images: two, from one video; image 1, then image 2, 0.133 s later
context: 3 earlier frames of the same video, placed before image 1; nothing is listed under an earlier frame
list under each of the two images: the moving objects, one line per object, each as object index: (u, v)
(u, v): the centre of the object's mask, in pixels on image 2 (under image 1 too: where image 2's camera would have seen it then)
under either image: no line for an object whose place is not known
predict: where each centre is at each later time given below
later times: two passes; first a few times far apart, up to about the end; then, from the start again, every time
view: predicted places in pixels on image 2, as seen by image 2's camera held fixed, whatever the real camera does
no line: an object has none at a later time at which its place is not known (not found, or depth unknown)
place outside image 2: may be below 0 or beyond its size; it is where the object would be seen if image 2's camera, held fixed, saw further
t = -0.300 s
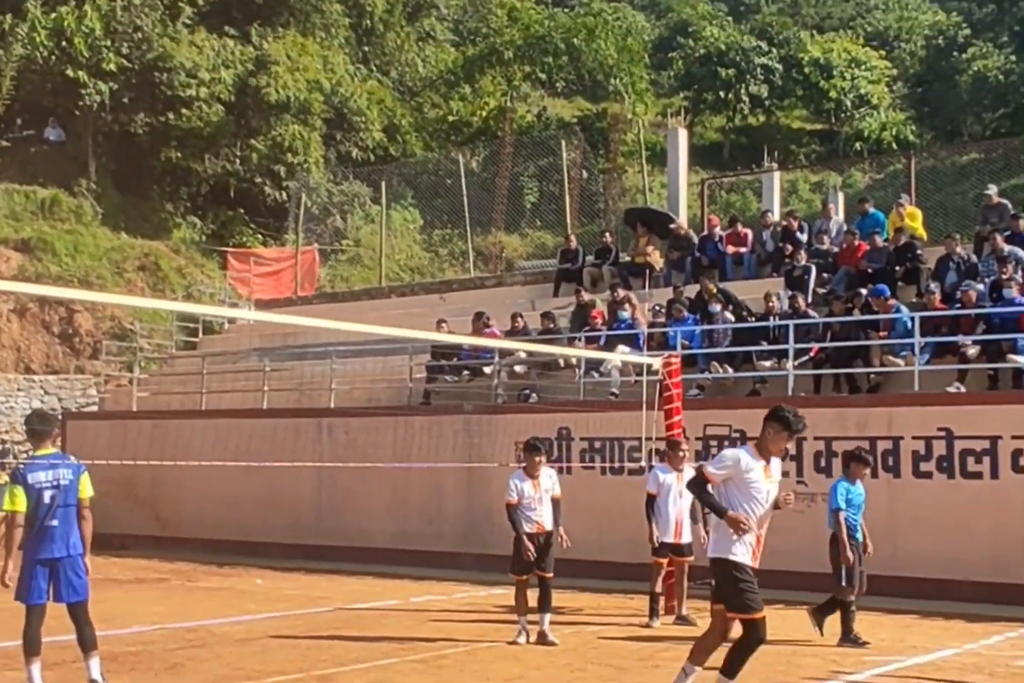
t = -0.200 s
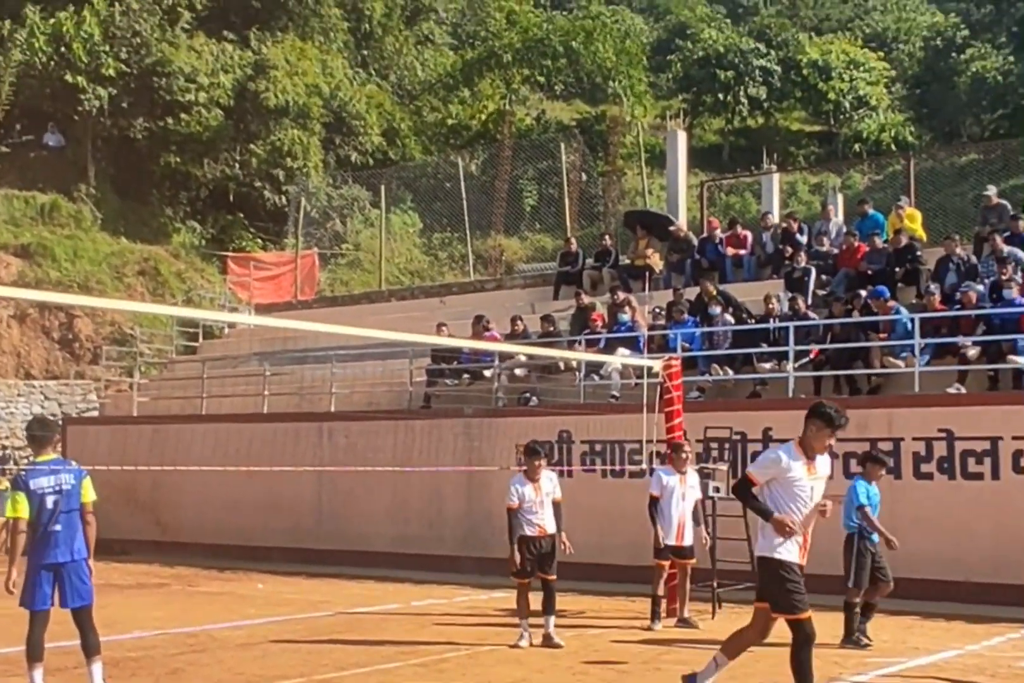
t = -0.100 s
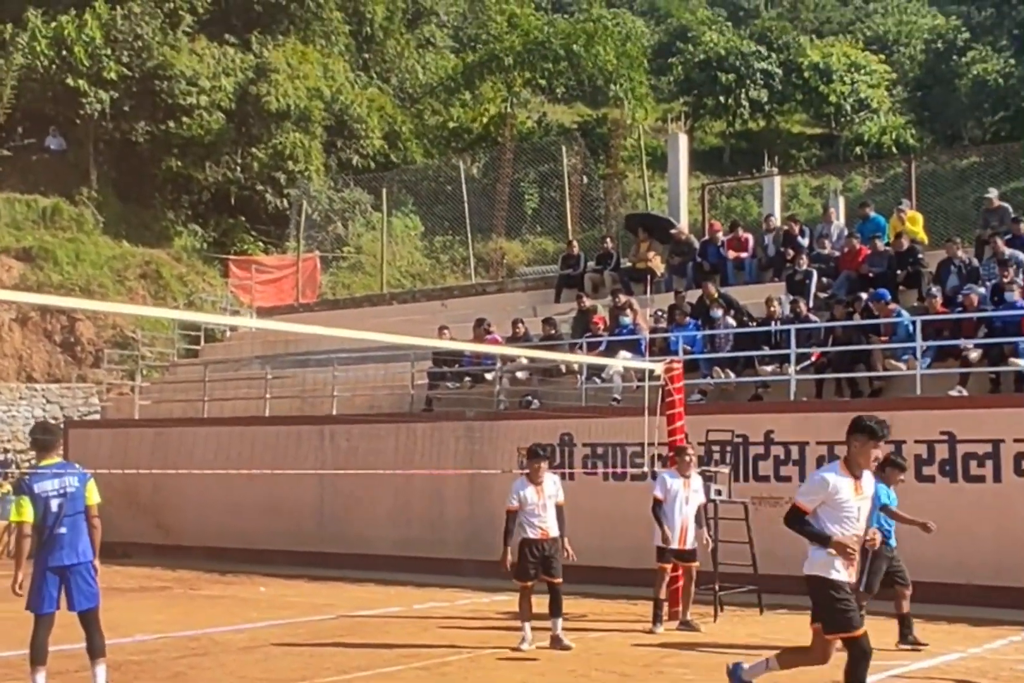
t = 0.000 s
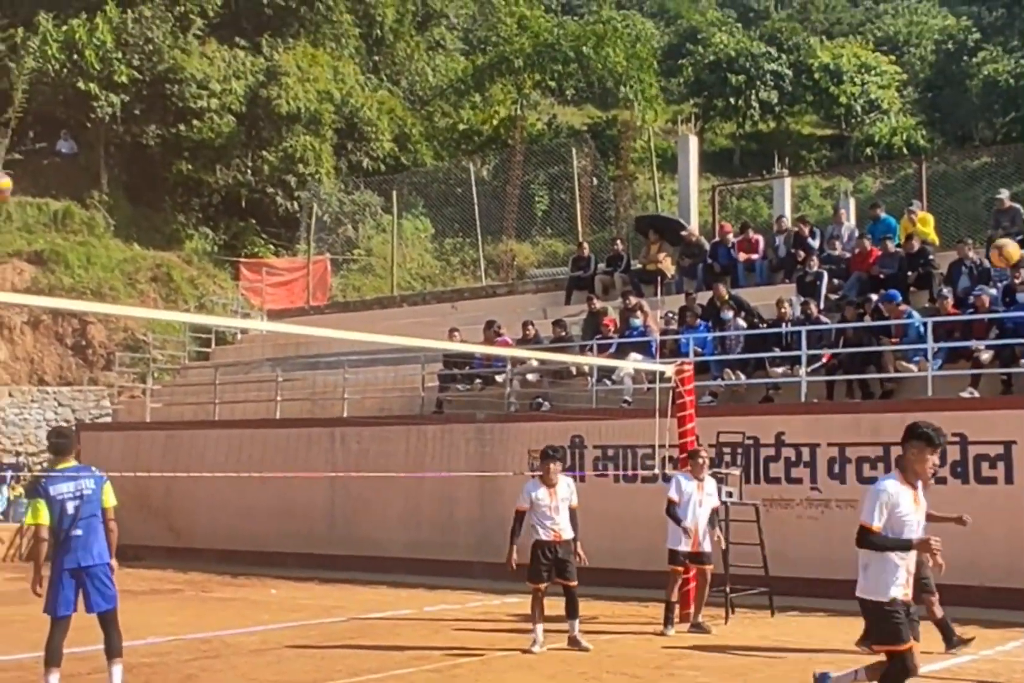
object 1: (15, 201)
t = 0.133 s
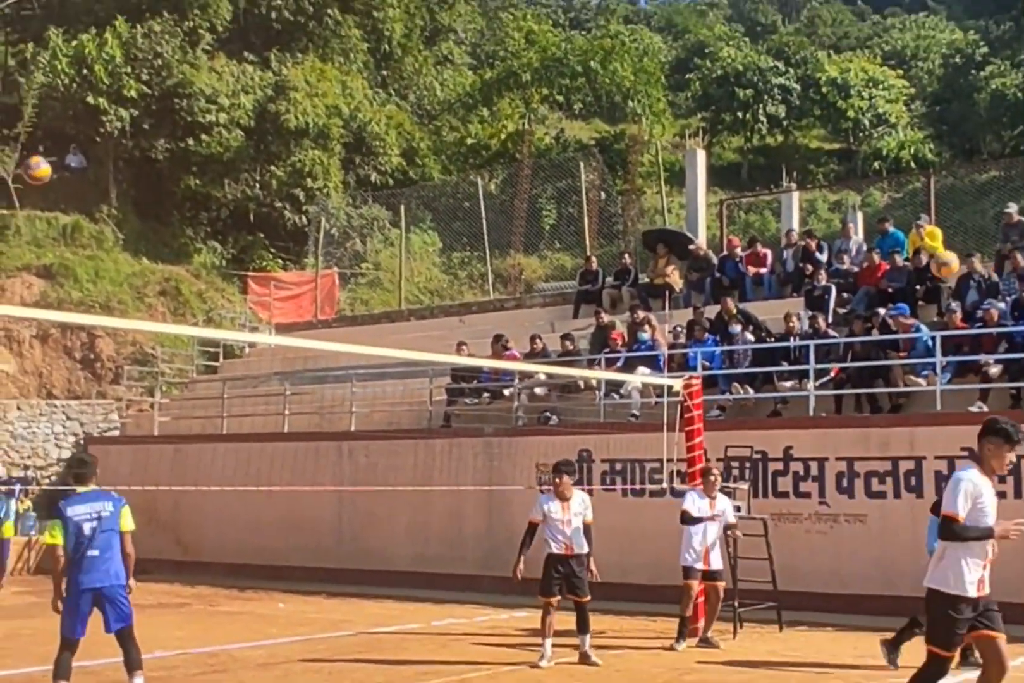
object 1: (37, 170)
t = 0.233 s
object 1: (59, 162)
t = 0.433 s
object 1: (104, 184)
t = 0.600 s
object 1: (144, 244)
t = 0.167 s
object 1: (44, 166)
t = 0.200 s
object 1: (53, 163)
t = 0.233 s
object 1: (59, 162)
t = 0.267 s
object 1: (67, 161)
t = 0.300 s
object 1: (74, 163)
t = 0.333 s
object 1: (81, 165)
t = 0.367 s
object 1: (89, 170)
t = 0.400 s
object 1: (97, 176)
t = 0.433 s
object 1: (104, 184)
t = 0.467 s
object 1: (112, 193)
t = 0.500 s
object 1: (120, 203)
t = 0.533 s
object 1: (128, 216)
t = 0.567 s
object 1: (137, 229)
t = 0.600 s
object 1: (144, 244)
